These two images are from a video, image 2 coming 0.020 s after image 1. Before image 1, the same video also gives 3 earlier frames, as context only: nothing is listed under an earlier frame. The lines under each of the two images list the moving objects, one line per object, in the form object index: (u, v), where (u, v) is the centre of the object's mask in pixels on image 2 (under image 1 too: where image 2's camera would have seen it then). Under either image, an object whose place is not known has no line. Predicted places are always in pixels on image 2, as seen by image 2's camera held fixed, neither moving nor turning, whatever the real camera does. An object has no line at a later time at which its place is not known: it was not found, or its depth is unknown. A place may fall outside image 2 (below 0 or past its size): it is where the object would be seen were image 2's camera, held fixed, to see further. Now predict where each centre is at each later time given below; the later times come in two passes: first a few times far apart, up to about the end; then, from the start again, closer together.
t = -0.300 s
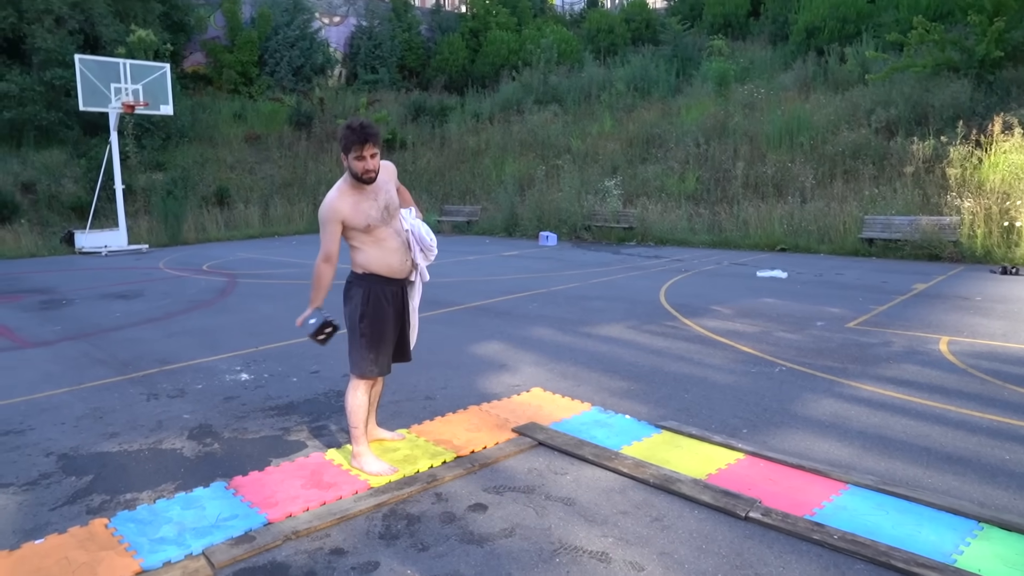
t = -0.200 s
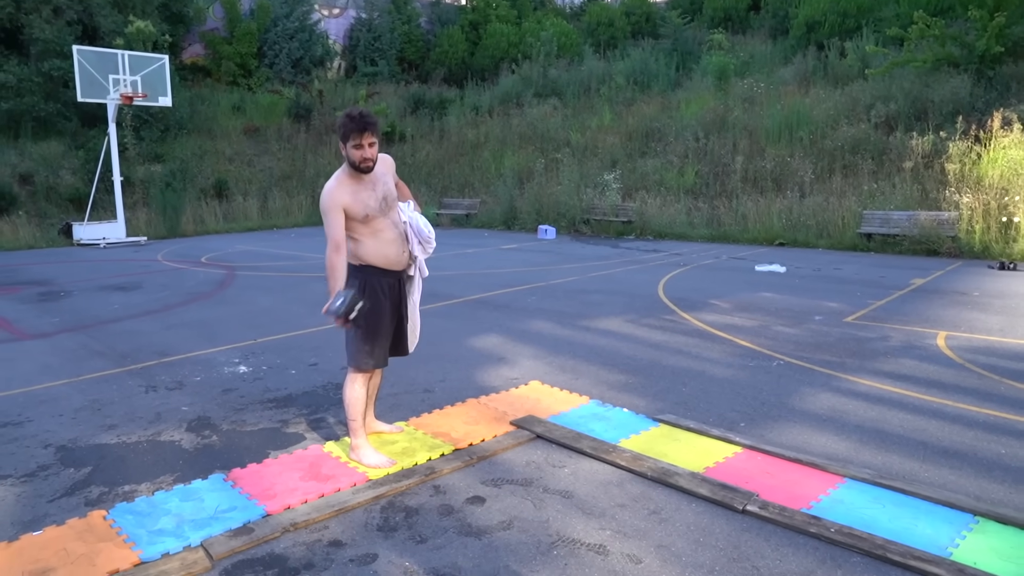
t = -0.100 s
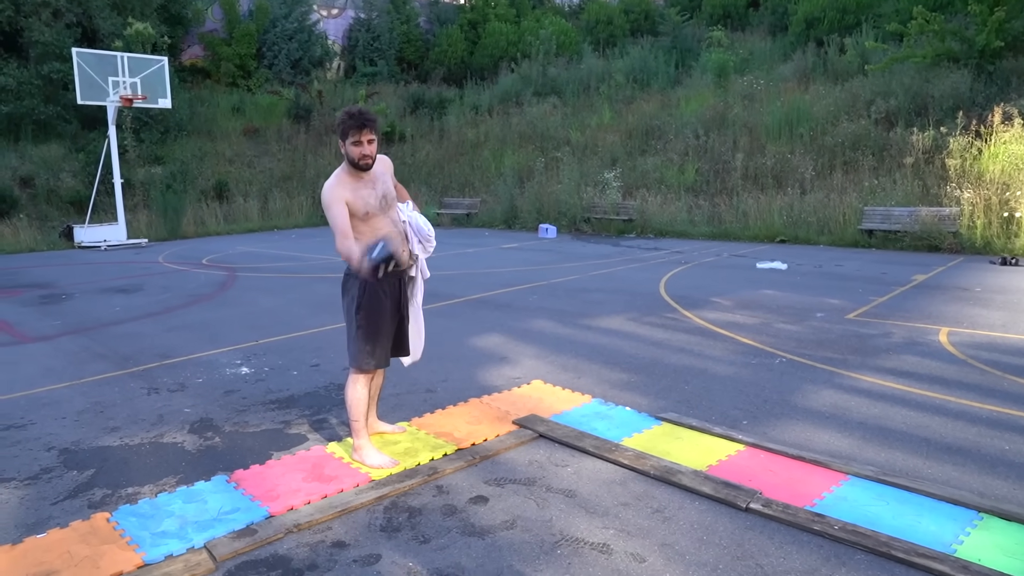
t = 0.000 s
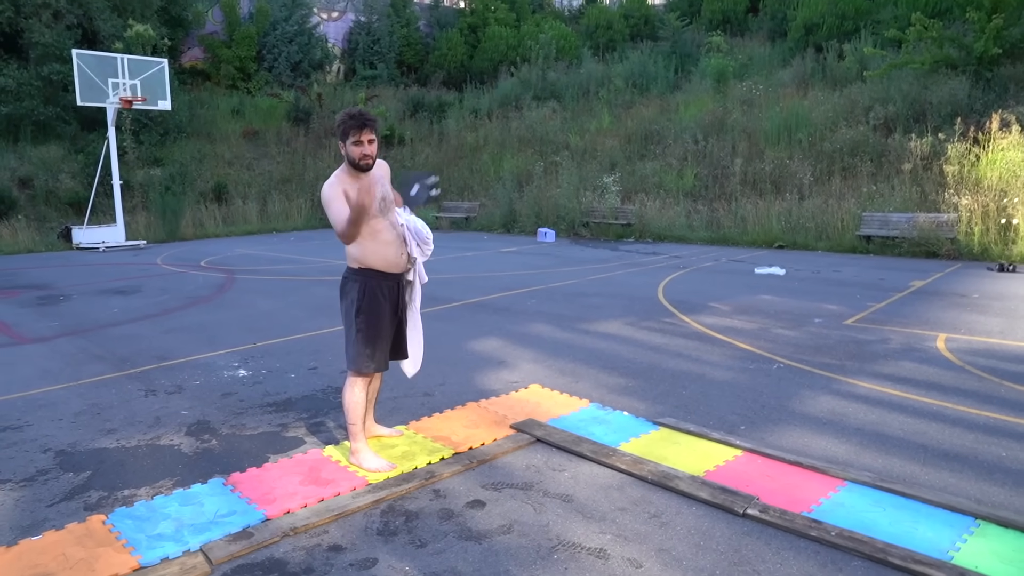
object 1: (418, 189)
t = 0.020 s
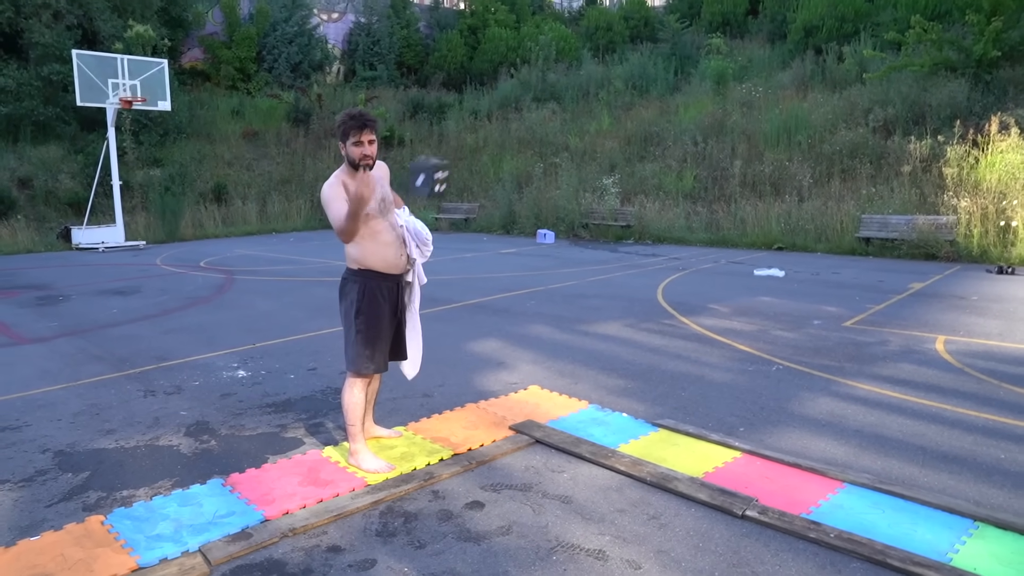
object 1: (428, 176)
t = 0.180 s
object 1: (497, 116)
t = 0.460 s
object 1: (645, 196)
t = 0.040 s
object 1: (436, 167)
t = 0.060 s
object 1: (444, 157)
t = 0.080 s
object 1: (453, 149)
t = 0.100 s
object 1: (461, 139)
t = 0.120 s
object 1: (469, 132)
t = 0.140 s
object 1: (479, 125)
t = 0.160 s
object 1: (488, 121)
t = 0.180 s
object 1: (497, 116)
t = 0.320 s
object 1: (572, 122)
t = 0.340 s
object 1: (581, 129)
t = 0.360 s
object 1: (593, 136)
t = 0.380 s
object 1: (605, 146)
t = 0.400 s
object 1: (616, 157)
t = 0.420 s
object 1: (626, 169)
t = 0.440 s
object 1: (636, 183)
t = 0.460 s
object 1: (645, 196)
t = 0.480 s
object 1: (655, 214)
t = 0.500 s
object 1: (667, 237)
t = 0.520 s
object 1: (674, 256)
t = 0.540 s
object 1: (681, 275)
